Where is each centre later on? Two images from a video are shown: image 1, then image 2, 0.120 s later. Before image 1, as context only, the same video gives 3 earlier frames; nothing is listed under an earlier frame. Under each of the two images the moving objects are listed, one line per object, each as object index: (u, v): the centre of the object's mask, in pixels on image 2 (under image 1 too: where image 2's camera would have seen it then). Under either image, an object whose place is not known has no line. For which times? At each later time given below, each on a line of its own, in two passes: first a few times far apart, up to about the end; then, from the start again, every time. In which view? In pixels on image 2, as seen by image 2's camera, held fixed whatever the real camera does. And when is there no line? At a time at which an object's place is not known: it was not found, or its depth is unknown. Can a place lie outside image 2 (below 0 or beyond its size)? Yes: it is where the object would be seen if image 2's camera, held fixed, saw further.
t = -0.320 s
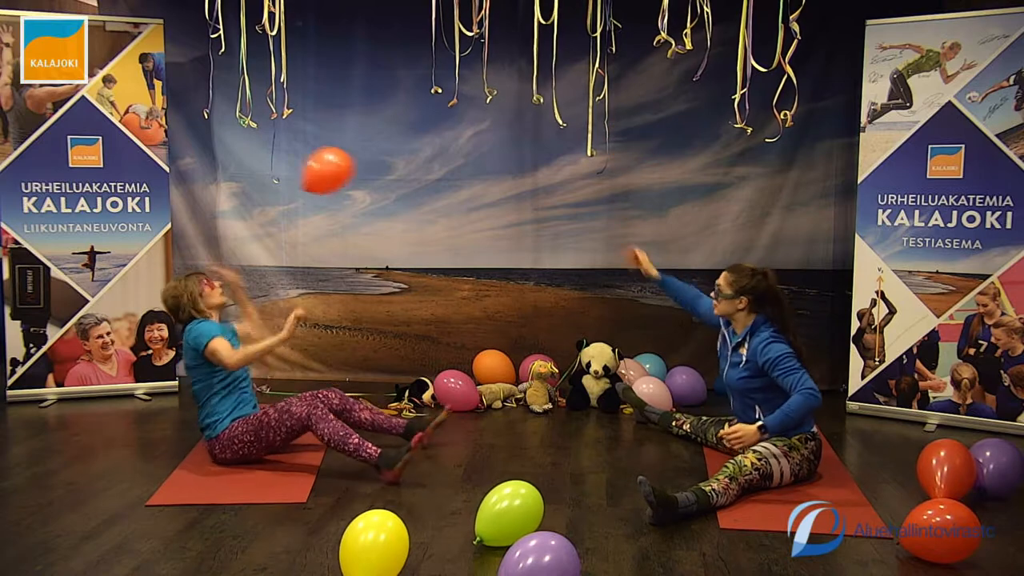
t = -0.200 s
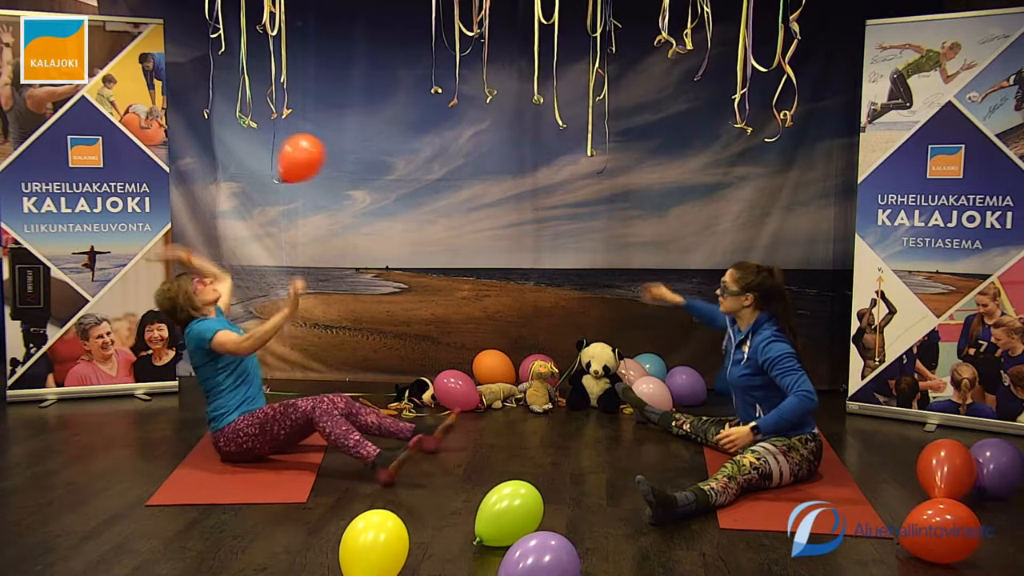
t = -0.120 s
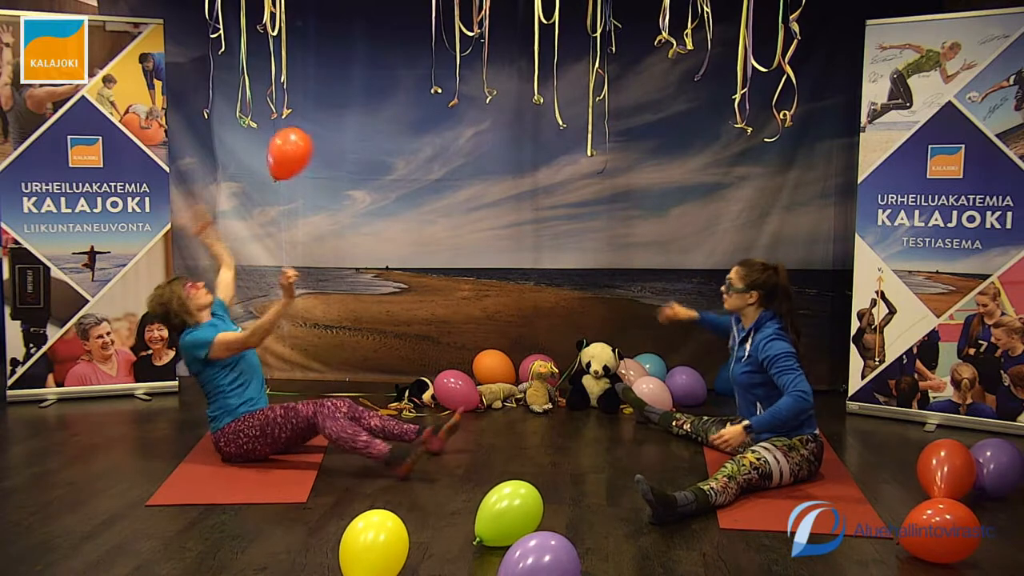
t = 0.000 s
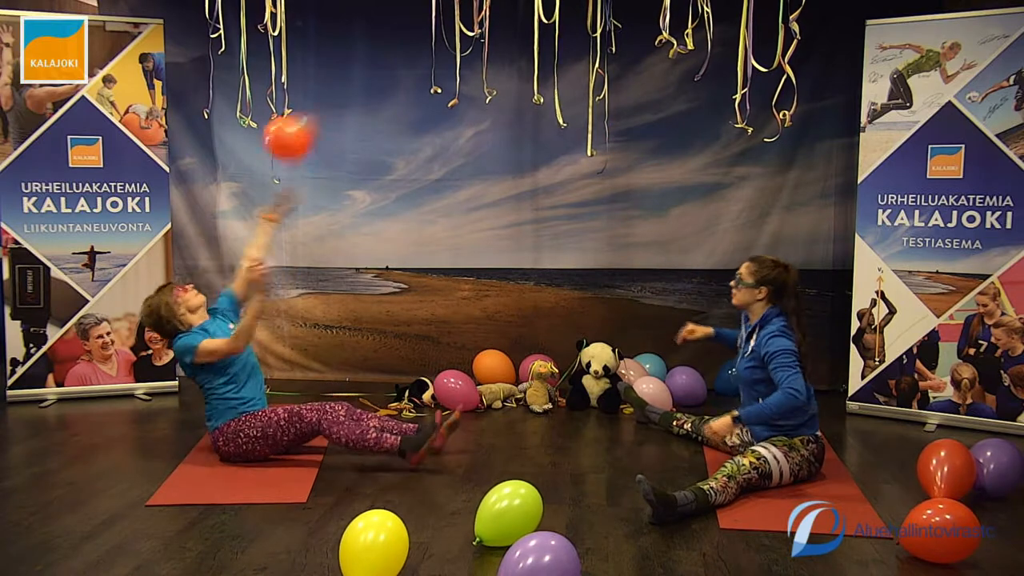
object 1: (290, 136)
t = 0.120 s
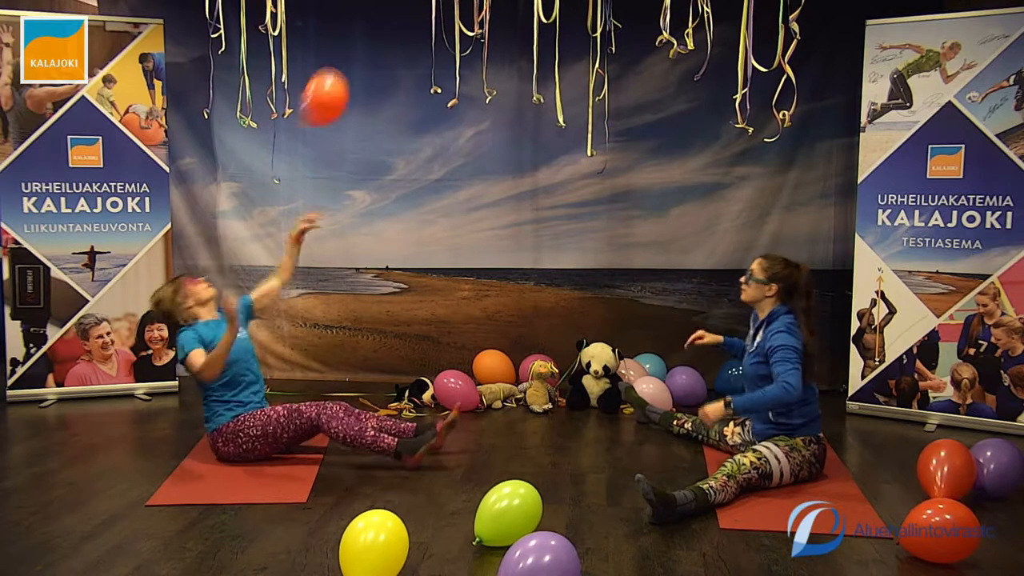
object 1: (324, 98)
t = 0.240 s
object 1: (354, 72)
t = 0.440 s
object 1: (394, 41)
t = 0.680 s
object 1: (430, 35)
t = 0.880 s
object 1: (454, 50)
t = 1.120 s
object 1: (480, 89)
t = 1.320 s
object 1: (493, 131)
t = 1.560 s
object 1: (503, 195)
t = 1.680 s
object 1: (510, 229)
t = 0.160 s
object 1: (334, 88)
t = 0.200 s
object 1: (345, 79)
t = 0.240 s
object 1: (354, 72)
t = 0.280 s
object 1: (365, 65)
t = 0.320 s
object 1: (374, 56)
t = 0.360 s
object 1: (380, 50)
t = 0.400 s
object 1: (387, 46)
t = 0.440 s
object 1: (394, 41)
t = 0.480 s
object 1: (400, 39)
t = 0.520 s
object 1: (406, 37)
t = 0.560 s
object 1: (413, 37)
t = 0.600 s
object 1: (420, 36)
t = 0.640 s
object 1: (427, 35)
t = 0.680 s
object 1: (430, 35)
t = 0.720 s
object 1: (434, 37)
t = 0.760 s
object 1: (438, 39)
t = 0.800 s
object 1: (446, 41)
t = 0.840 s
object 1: (451, 46)
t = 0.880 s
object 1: (454, 50)
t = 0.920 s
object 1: (461, 55)
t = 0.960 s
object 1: (465, 60)
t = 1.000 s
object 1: (469, 66)
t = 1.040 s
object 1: (472, 74)
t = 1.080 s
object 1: (476, 81)
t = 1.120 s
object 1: (480, 89)
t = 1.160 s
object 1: (483, 97)
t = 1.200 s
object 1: (486, 104)
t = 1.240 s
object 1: (489, 112)
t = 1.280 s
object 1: (491, 121)
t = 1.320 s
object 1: (493, 131)
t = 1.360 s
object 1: (494, 141)
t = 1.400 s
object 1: (495, 151)
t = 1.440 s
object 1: (497, 161)
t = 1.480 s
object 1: (498, 173)
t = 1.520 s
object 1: (501, 185)
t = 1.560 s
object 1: (503, 195)
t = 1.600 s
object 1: (506, 207)
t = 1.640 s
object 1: (508, 217)
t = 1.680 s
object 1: (510, 229)
